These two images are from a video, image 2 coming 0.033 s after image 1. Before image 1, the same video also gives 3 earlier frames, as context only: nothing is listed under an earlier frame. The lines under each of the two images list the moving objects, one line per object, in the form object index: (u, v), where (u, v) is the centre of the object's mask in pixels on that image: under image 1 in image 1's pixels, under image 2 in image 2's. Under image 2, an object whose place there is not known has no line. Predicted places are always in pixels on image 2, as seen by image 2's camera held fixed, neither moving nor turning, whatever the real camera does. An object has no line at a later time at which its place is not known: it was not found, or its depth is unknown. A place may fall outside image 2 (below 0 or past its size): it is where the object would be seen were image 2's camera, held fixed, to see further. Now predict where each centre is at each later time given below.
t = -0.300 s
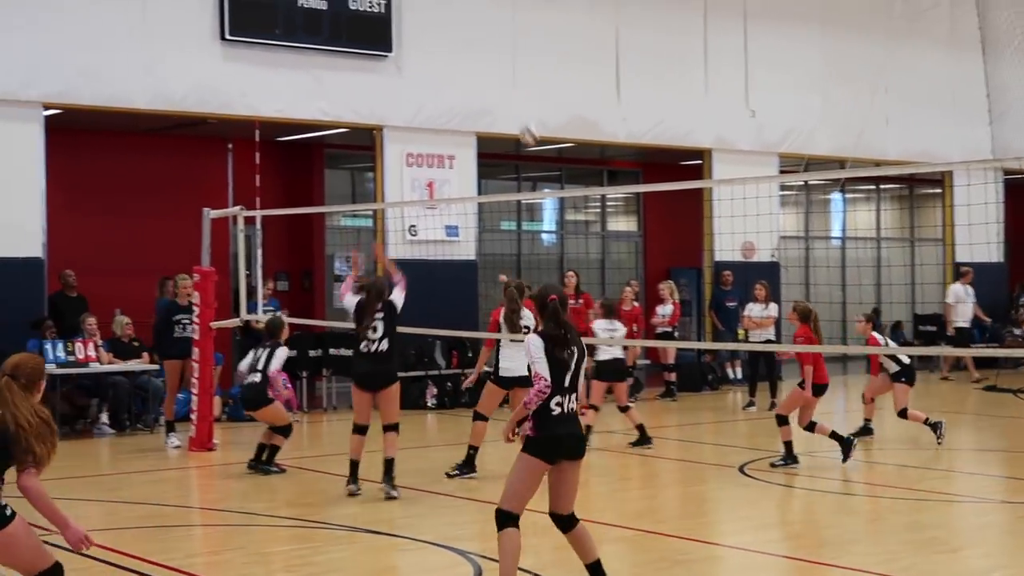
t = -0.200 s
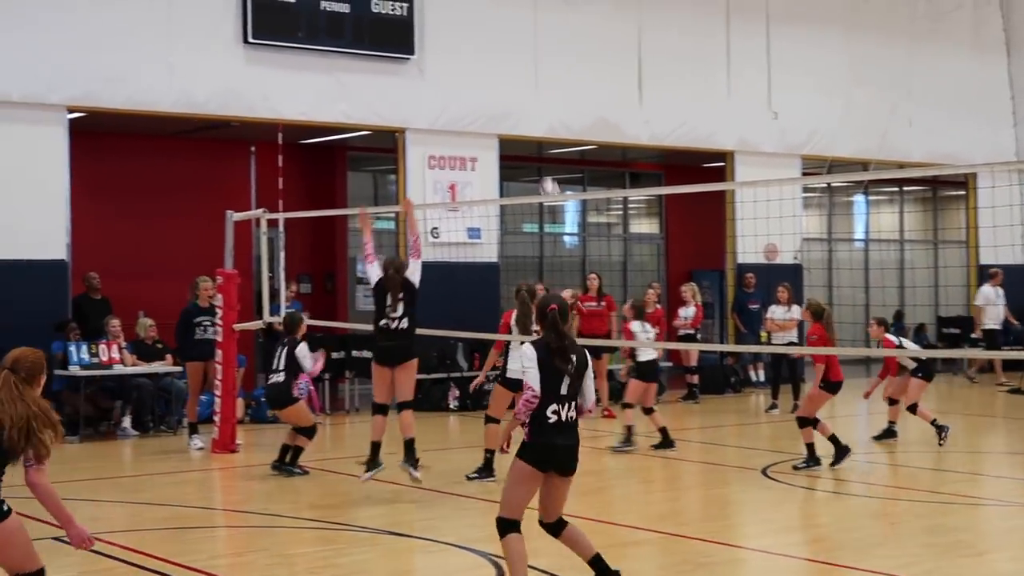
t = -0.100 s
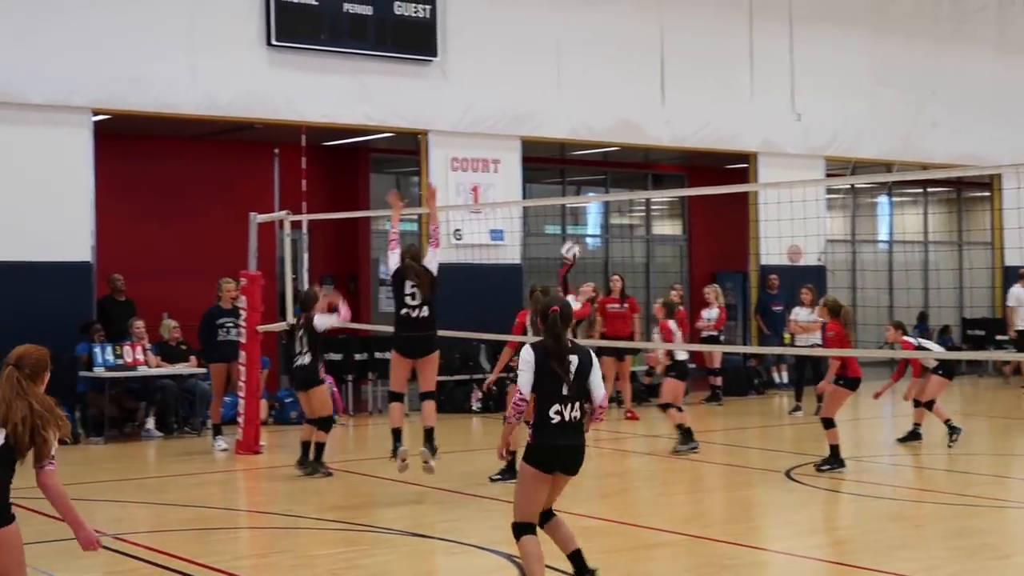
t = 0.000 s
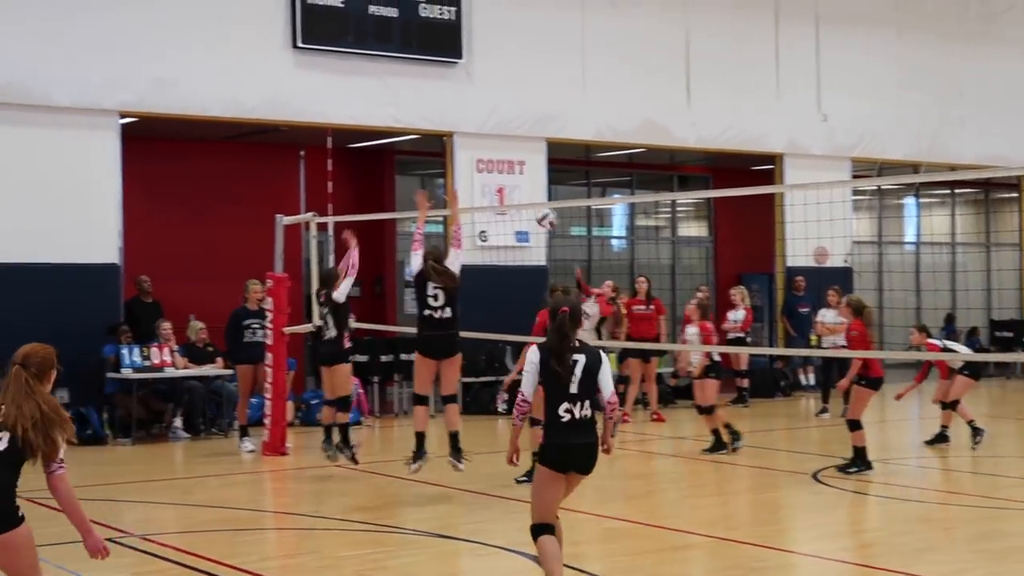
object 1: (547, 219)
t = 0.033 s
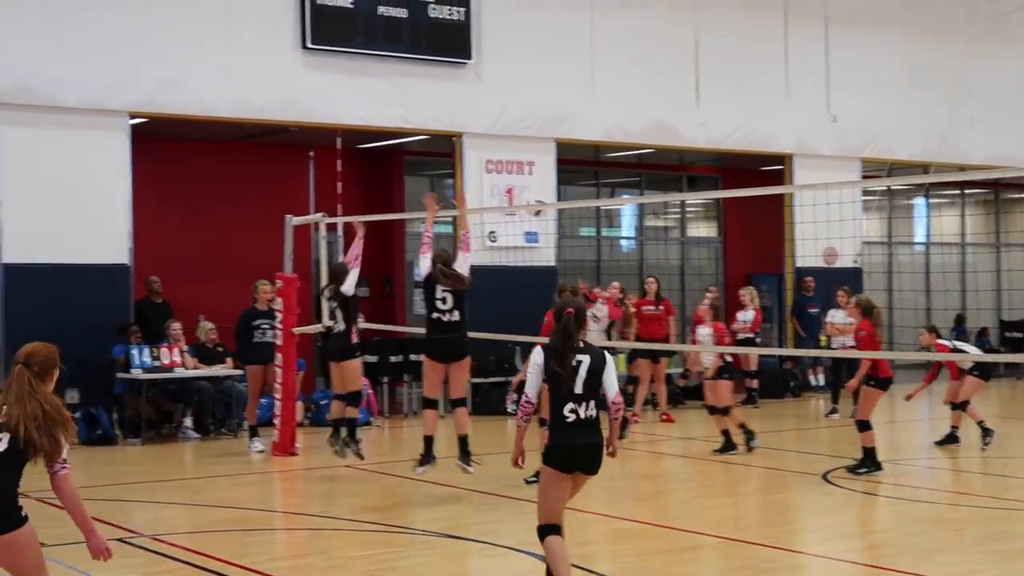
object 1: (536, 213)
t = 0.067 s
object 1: (517, 195)
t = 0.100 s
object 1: (499, 187)
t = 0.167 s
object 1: (458, 166)
